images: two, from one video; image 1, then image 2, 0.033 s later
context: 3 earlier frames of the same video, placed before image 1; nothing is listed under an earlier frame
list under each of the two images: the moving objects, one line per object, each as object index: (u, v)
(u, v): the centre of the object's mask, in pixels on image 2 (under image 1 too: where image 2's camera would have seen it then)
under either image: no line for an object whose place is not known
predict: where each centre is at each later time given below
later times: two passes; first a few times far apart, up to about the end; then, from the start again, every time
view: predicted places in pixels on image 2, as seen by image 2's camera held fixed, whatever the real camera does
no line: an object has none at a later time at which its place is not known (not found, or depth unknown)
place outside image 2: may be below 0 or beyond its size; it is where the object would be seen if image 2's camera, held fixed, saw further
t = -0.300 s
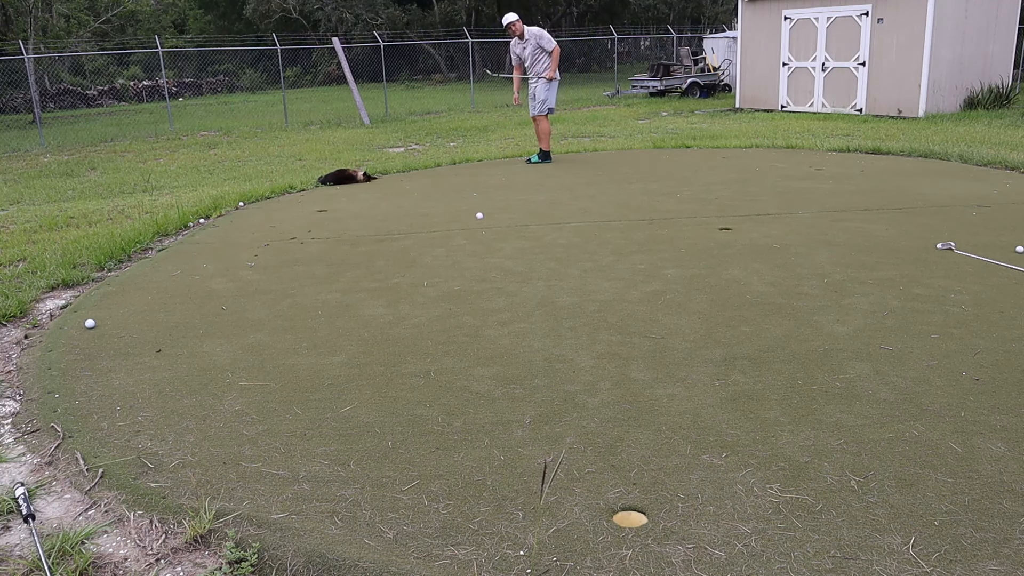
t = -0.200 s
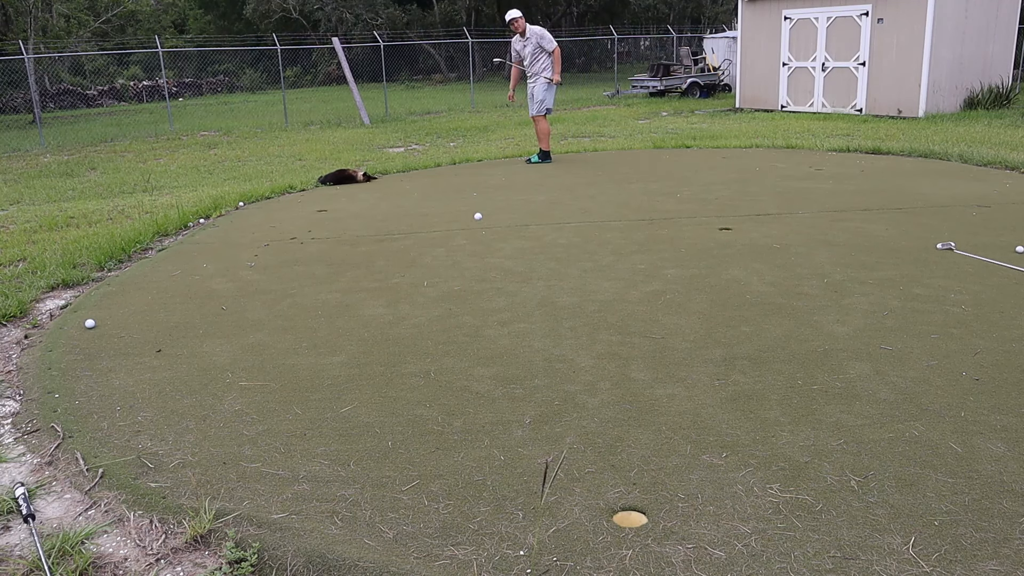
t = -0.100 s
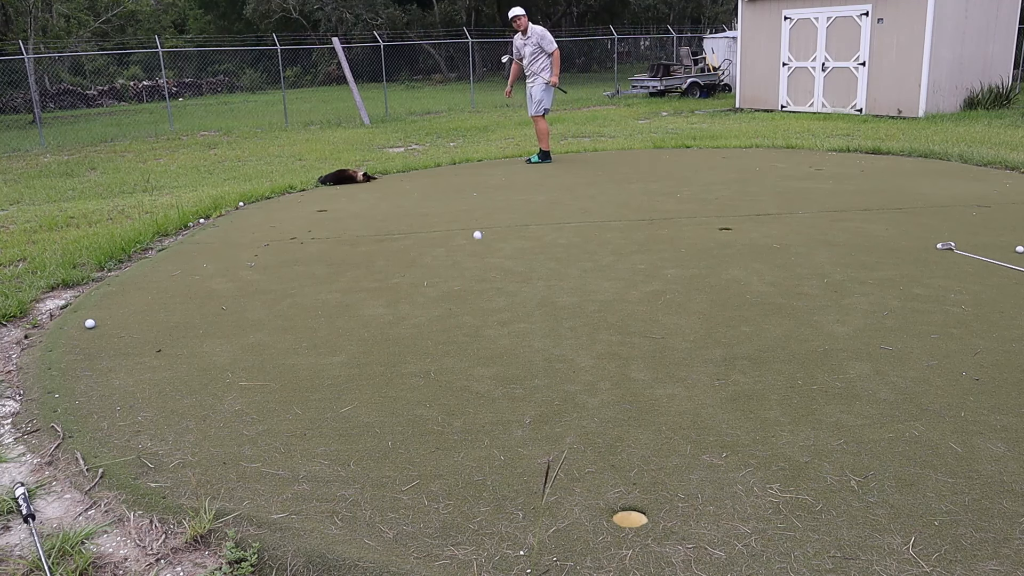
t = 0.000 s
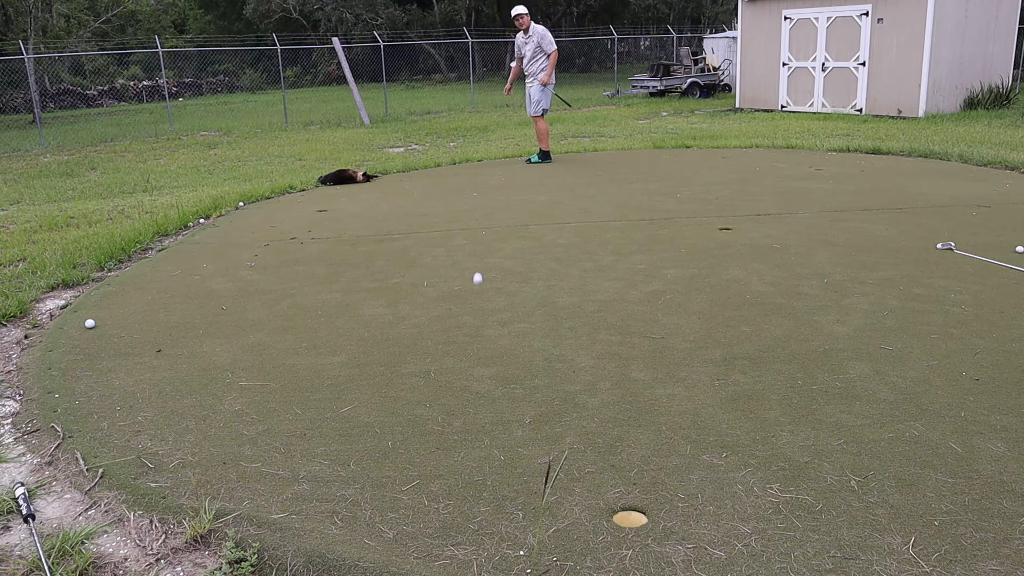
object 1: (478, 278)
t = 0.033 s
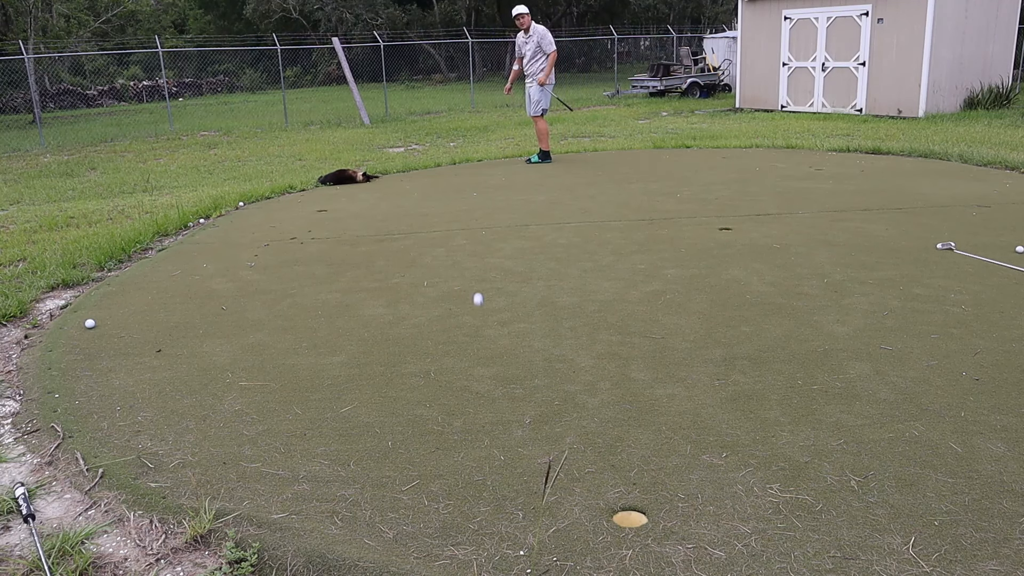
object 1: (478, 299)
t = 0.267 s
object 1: (487, 327)
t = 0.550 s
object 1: (508, 413)
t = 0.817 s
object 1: (533, 512)
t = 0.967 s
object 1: (553, 569)
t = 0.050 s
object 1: (478, 311)
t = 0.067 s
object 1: (479, 324)
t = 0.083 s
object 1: (479, 326)
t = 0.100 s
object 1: (480, 323)
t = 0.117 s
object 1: (480, 321)
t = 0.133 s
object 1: (481, 319)
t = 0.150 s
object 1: (481, 318)
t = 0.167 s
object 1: (482, 317)
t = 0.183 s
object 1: (483, 317)
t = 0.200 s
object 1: (483, 318)
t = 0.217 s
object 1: (484, 319)
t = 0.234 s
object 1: (486, 321)
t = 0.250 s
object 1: (486, 324)
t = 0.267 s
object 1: (487, 327)
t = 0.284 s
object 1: (488, 331)
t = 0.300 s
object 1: (490, 336)
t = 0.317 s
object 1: (491, 342)
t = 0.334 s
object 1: (492, 349)
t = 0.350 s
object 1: (493, 356)
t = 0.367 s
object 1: (495, 365)
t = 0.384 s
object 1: (496, 374)
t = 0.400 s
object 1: (498, 384)
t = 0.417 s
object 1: (500, 396)
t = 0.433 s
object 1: (501, 403)
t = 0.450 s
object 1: (502, 402)
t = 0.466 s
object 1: (503, 402)
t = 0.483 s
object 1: (504, 403)
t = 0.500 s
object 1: (504, 404)
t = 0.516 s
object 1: (505, 406)
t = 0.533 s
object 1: (507, 409)
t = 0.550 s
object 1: (508, 413)
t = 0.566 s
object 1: (509, 417)
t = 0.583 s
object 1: (510, 423)
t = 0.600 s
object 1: (512, 429)
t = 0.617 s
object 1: (514, 437)
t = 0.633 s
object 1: (515, 445)
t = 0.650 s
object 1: (517, 456)
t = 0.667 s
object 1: (518, 466)
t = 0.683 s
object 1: (520, 469)
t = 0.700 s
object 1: (521, 471)
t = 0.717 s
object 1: (522, 474)
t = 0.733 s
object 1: (524, 478)
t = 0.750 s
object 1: (526, 482)
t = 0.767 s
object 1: (528, 488)
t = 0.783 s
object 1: (529, 494)
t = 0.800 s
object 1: (531, 503)
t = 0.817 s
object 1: (533, 512)
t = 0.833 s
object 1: (535, 522)
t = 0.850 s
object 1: (537, 526)
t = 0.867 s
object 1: (539, 530)
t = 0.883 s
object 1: (542, 534)
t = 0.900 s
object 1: (543, 540)
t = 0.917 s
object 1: (546, 546)
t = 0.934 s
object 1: (548, 554)
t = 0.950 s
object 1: (550, 563)
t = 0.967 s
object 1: (553, 569)
